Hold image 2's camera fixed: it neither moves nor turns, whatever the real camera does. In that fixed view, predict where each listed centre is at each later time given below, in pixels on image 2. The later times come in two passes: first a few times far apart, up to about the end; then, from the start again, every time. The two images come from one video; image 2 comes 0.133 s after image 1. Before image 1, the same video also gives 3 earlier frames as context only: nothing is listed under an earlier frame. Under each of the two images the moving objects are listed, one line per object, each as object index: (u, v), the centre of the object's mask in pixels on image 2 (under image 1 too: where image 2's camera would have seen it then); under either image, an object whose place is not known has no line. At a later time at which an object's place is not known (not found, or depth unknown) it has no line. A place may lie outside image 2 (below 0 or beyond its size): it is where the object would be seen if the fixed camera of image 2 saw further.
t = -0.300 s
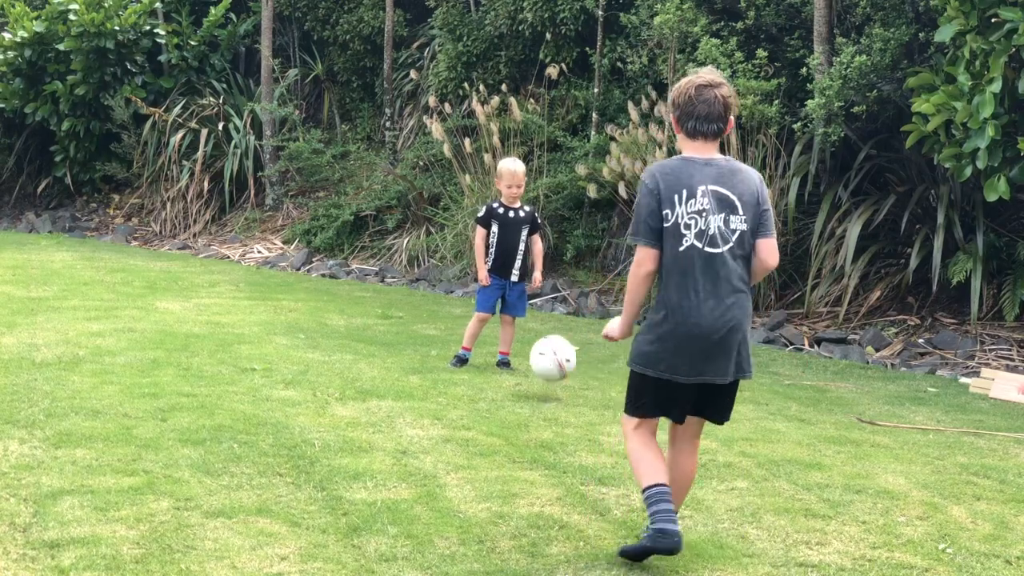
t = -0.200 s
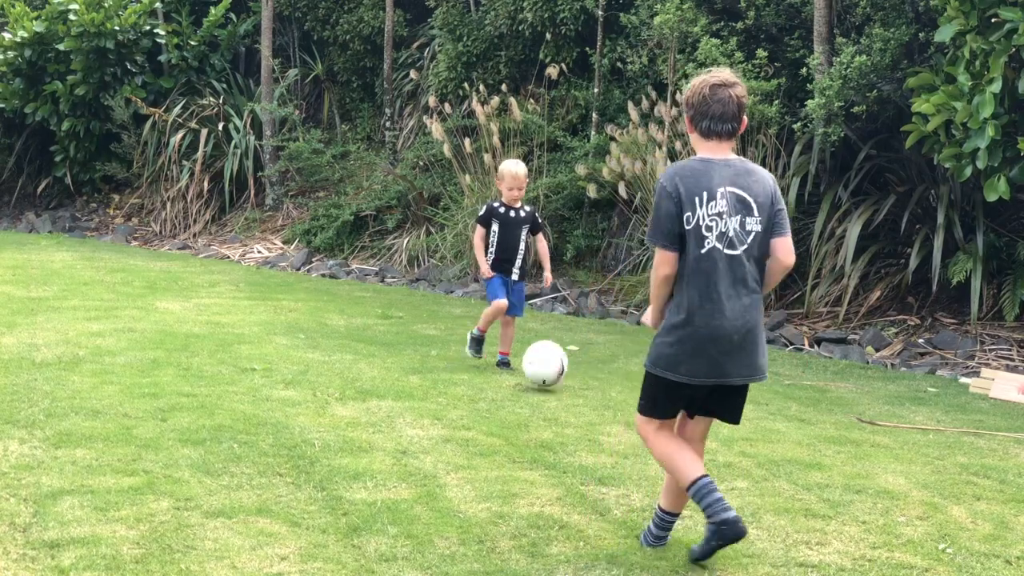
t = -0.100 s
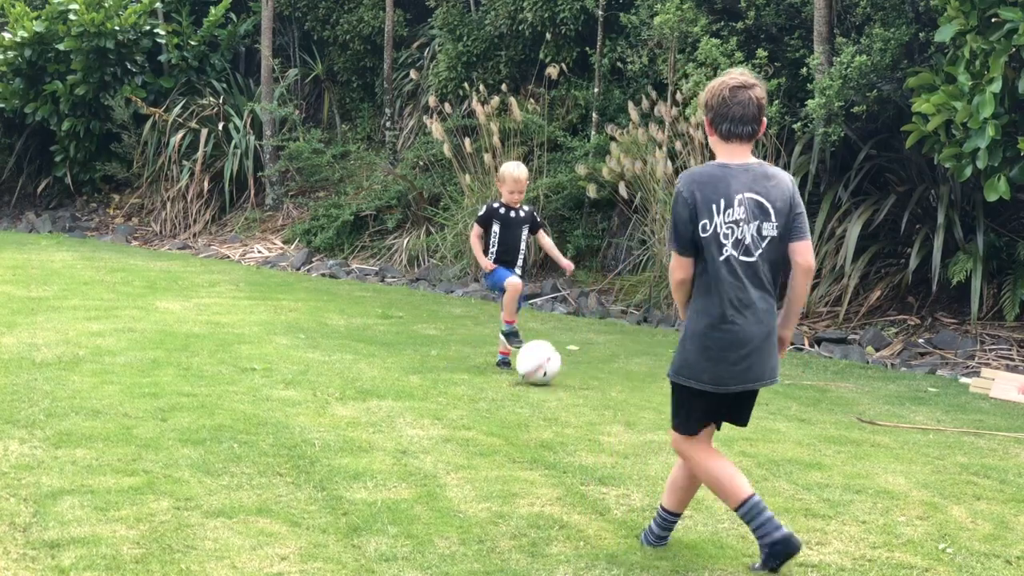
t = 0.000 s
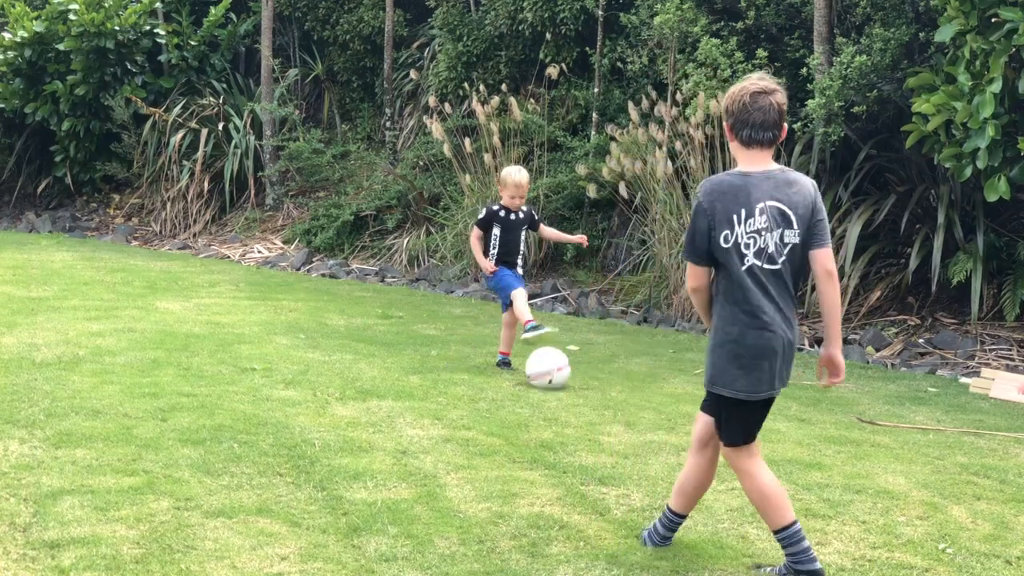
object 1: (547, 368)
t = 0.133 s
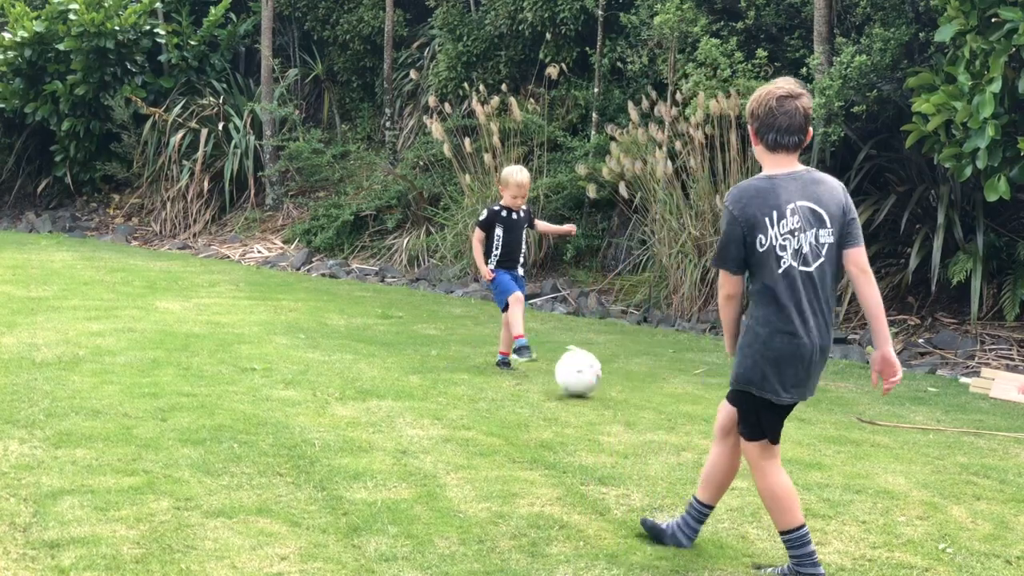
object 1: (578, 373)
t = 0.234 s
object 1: (601, 383)
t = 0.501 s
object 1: (668, 408)
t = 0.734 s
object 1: (736, 429)
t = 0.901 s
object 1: (780, 445)
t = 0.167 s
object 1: (585, 377)
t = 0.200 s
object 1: (593, 381)
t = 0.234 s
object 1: (601, 383)
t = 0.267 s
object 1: (609, 385)
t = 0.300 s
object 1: (617, 389)
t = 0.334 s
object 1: (626, 393)
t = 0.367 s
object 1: (634, 396)
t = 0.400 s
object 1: (641, 398)
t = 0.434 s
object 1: (650, 402)
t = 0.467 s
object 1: (658, 405)
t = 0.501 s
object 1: (668, 408)
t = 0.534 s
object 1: (677, 411)
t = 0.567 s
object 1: (687, 415)
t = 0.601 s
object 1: (697, 418)
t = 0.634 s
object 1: (707, 421)
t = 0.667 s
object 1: (717, 424)
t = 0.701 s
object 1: (727, 427)
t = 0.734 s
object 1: (736, 429)
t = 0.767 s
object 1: (745, 430)
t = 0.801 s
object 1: (753, 433)
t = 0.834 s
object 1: (762, 437)
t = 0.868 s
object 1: (771, 440)
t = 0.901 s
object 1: (780, 445)
